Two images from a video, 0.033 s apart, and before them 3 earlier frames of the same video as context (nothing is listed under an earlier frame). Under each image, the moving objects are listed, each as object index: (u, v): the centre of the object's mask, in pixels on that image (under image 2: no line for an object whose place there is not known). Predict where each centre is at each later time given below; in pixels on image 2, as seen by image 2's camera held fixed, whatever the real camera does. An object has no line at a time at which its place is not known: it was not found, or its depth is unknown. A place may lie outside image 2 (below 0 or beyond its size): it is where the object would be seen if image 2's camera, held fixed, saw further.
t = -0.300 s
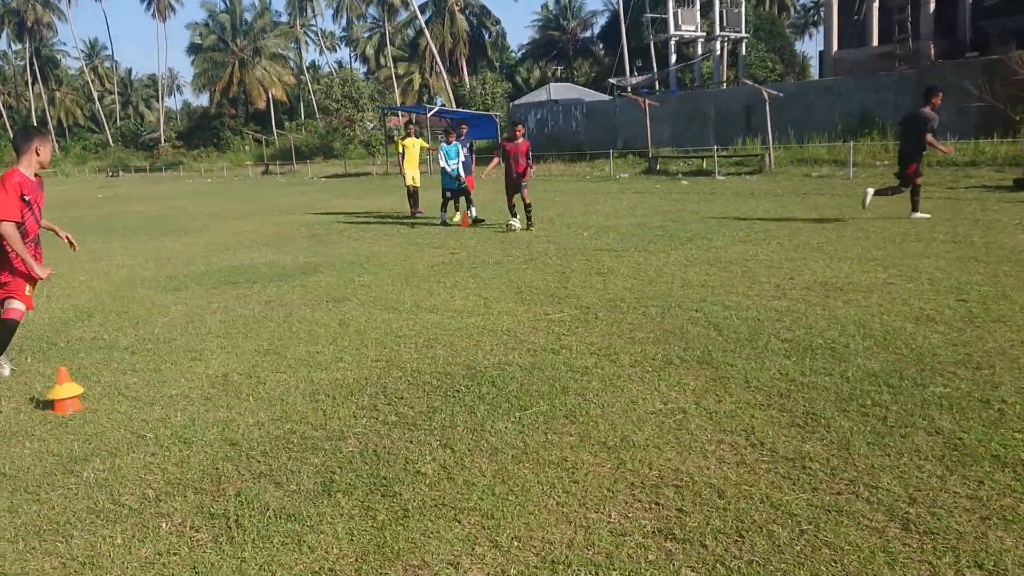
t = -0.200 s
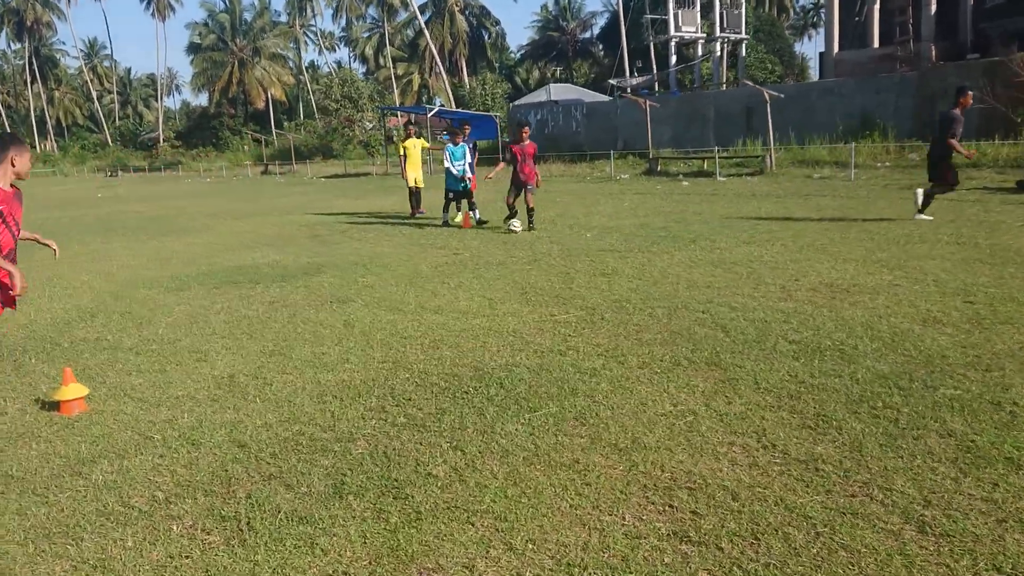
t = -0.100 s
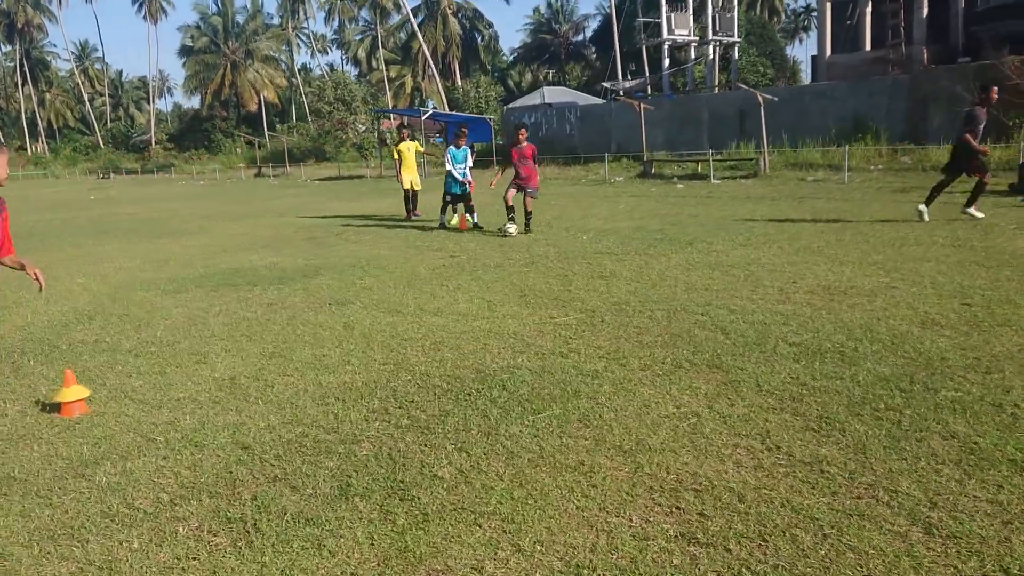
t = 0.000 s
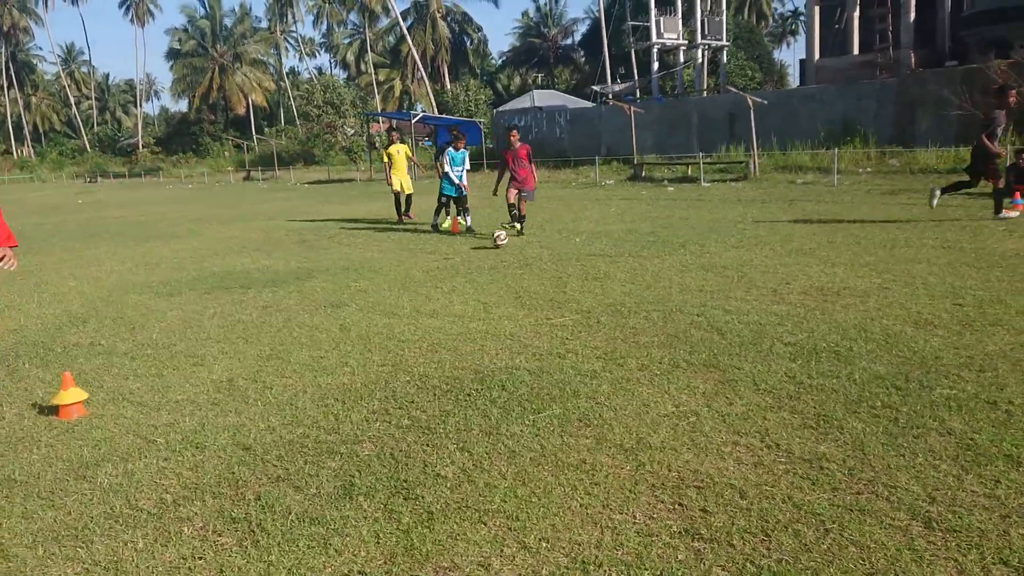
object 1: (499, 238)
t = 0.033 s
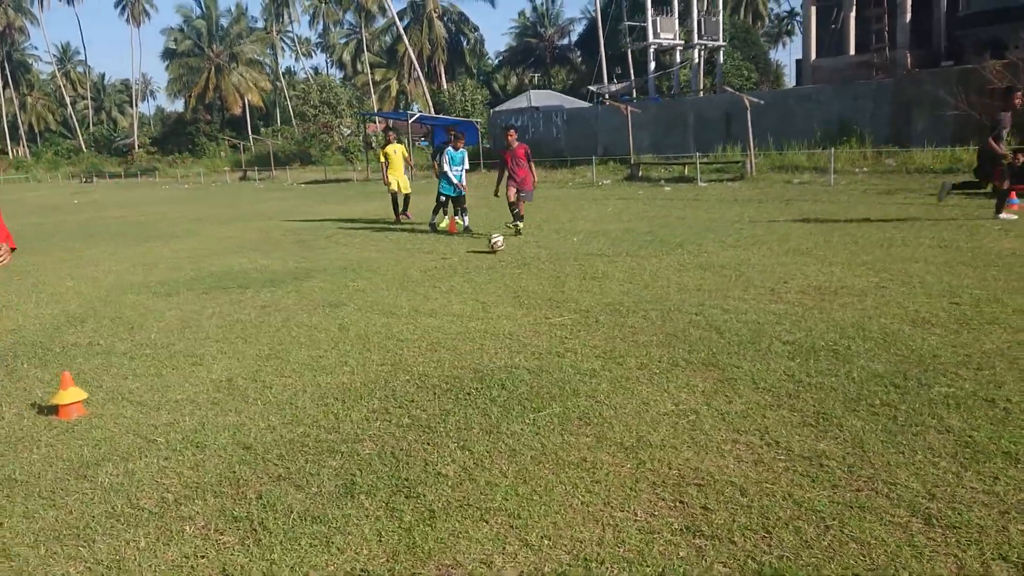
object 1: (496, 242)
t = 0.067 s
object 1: (495, 248)
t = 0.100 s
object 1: (494, 249)
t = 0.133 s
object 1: (494, 250)
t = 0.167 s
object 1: (493, 250)
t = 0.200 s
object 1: (493, 252)
